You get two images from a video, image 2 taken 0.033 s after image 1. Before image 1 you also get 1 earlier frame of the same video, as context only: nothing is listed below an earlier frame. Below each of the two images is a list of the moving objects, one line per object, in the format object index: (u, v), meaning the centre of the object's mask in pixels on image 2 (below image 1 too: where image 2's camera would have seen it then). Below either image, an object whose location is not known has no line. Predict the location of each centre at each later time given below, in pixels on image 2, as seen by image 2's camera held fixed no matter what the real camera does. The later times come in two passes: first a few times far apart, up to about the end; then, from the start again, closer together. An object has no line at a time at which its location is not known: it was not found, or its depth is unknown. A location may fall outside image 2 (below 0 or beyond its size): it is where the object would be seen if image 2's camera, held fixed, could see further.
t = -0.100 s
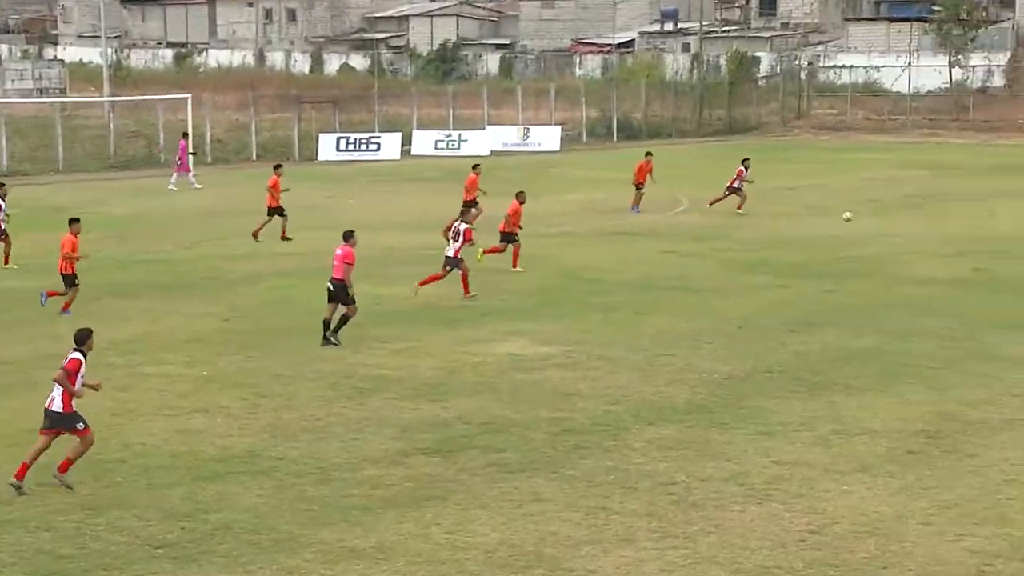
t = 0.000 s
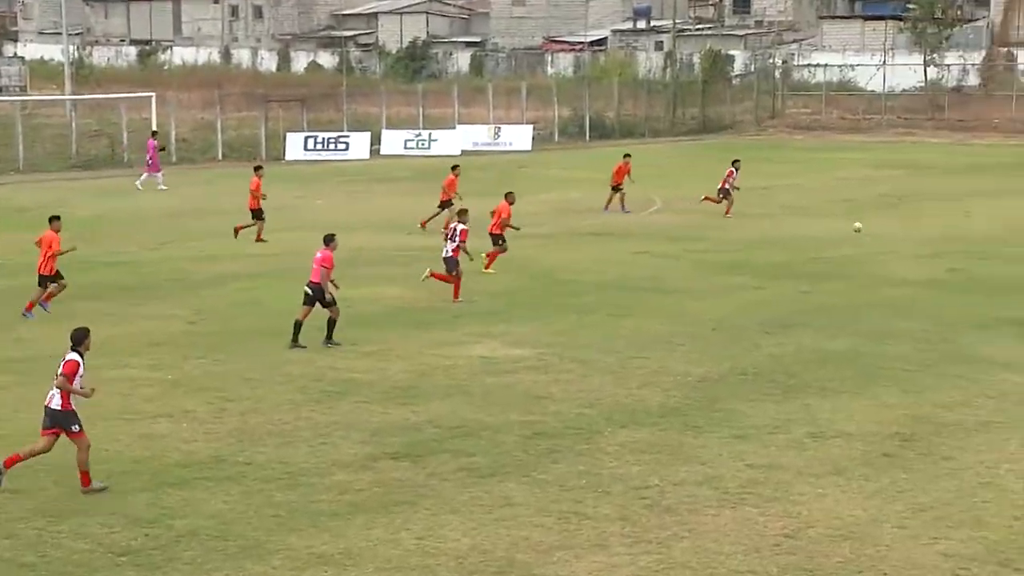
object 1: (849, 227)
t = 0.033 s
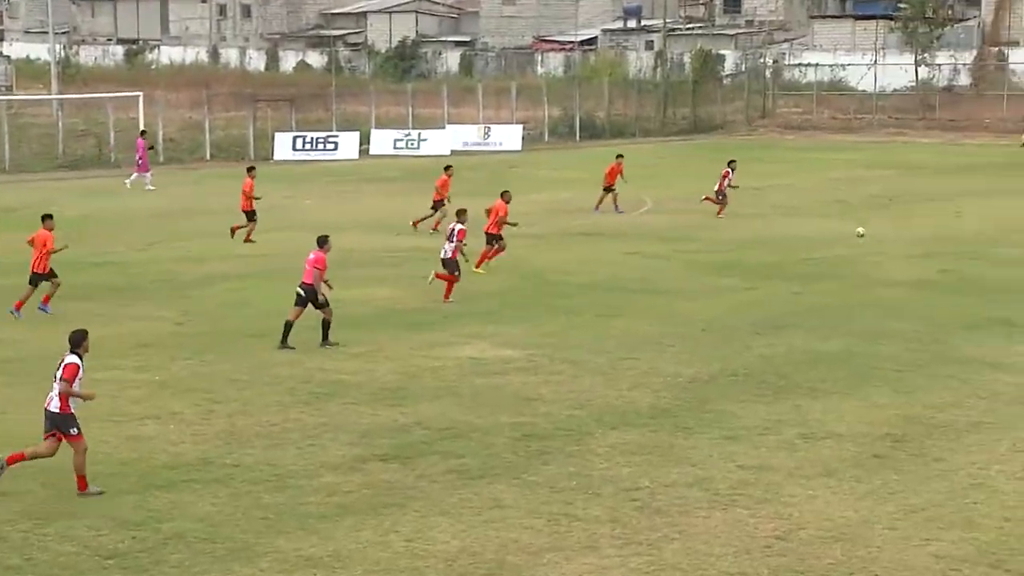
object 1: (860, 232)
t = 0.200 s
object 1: (916, 226)
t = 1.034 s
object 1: (1242, 230)
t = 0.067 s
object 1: (870, 237)
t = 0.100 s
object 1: (882, 234)
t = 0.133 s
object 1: (894, 230)
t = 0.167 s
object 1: (905, 228)
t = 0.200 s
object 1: (916, 226)
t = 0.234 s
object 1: (927, 224)
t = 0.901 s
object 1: (1181, 224)
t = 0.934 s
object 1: (1197, 225)
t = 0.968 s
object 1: (1212, 226)
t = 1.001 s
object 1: (1227, 228)
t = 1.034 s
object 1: (1242, 230)
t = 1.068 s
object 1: (1258, 233)
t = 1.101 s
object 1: (1272, 237)
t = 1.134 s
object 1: (1288, 237)
